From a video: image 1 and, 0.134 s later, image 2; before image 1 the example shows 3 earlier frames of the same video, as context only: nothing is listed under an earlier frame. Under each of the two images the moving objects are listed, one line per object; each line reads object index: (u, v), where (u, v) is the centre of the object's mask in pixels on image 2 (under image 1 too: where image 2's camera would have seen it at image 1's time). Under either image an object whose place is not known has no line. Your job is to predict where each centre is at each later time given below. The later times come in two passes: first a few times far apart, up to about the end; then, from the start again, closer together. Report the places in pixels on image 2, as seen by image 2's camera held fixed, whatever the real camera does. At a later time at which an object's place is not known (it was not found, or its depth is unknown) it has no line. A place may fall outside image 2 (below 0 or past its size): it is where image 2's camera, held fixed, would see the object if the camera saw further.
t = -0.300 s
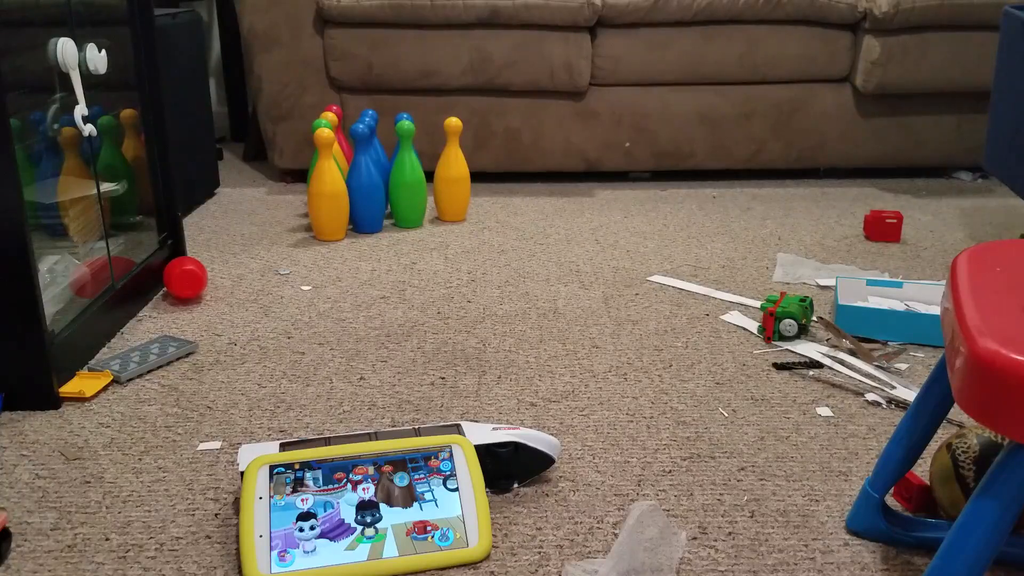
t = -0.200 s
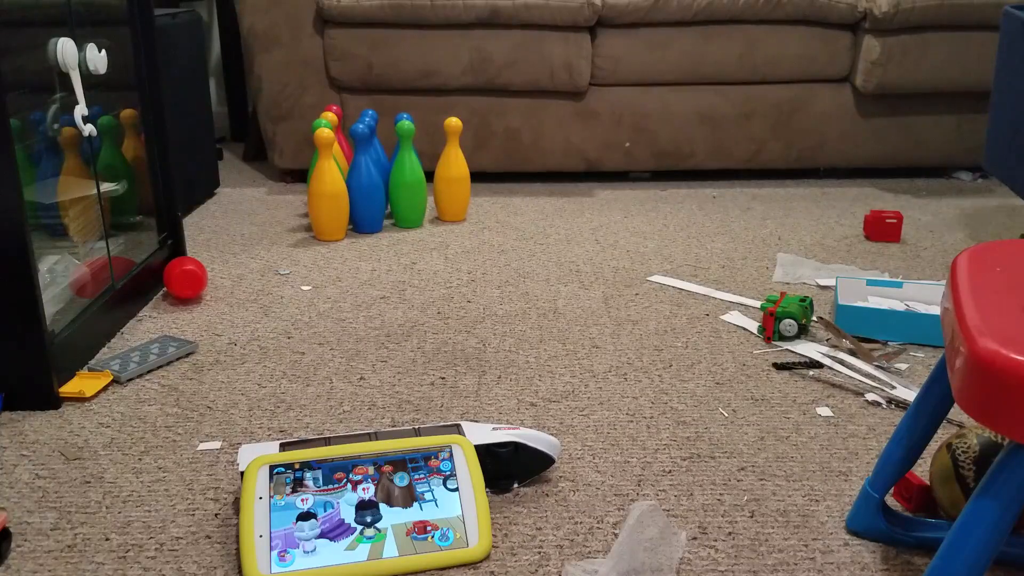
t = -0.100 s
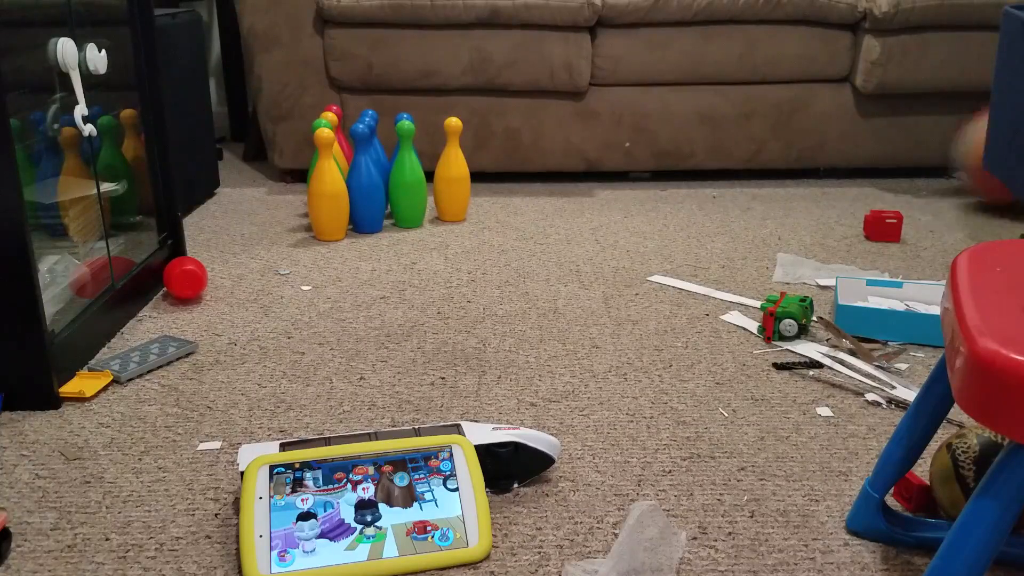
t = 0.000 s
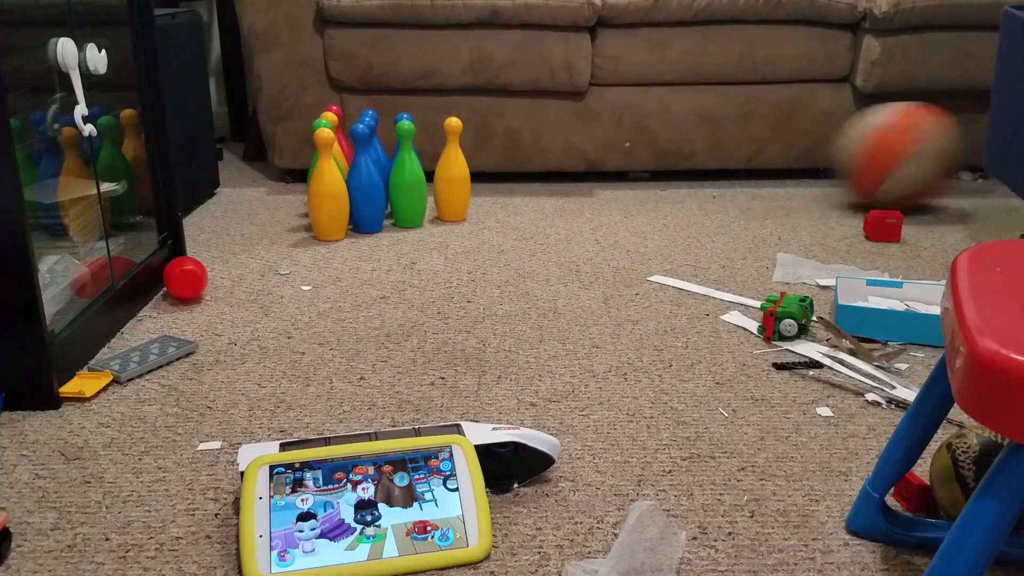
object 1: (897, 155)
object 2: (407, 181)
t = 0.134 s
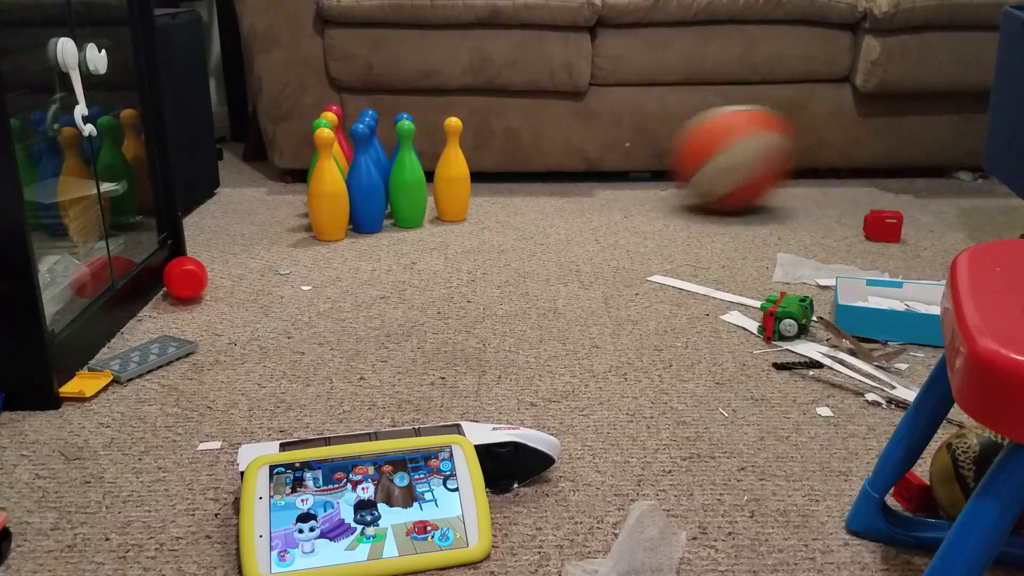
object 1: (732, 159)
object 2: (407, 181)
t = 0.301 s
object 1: (540, 159)
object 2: (407, 182)
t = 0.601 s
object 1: (352, 144)
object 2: (304, 242)
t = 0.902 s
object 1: (294, 144)
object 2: (319, 265)
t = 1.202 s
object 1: (308, 154)
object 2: (313, 285)
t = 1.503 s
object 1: (323, 158)
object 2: (278, 303)
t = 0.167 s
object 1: (691, 158)
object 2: (407, 182)
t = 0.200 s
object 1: (655, 159)
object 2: (407, 182)
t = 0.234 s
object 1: (614, 159)
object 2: (407, 182)
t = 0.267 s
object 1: (576, 159)
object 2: (407, 182)
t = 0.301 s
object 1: (540, 159)
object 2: (407, 182)
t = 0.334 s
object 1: (507, 158)
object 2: (405, 180)
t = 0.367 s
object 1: (476, 154)
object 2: (386, 187)
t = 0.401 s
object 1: (453, 150)
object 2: (371, 188)
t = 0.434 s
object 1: (436, 150)
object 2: (357, 193)
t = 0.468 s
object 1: (419, 150)
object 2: (344, 200)
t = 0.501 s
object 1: (402, 148)
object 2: (333, 214)
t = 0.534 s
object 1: (384, 147)
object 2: (325, 230)
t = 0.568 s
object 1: (366, 146)
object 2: (302, 240)
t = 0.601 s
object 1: (352, 144)
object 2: (304, 242)
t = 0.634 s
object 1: (341, 142)
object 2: (307, 243)
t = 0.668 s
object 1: (335, 141)
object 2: (310, 246)
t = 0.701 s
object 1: (326, 140)
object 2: (311, 249)
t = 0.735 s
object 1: (316, 141)
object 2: (312, 254)
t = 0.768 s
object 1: (305, 142)
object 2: (313, 255)
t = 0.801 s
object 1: (298, 146)
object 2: (315, 258)
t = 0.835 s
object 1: (293, 145)
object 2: (317, 261)
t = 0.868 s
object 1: (291, 143)
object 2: (318, 263)
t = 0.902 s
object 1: (294, 144)
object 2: (319, 265)
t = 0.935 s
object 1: (296, 147)
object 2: (320, 268)
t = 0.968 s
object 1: (297, 148)
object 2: (321, 270)
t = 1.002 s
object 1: (298, 151)
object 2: (321, 272)
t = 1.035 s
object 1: (300, 151)
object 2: (321, 274)
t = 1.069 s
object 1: (302, 151)
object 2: (320, 276)
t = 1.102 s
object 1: (304, 152)
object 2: (319, 278)
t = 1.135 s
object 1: (305, 153)
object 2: (317, 280)
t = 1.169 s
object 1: (307, 153)
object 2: (315, 283)
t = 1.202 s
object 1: (308, 154)
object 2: (313, 285)
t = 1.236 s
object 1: (310, 154)
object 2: (310, 287)
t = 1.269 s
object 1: (312, 155)
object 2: (307, 289)
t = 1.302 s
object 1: (313, 156)
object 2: (304, 291)
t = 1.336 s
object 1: (316, 156)
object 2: (300, 294)
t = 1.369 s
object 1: (317, 157)
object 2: (296, 295)
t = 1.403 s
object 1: (319, 157)
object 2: (291, 298)
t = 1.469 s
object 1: (322, 158)
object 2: (282, 301)
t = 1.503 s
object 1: (323, 158)
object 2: (278, 303)
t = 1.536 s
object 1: (325, 159)
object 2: (273, 305)
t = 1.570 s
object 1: (326, 159)
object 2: (268, 306)
